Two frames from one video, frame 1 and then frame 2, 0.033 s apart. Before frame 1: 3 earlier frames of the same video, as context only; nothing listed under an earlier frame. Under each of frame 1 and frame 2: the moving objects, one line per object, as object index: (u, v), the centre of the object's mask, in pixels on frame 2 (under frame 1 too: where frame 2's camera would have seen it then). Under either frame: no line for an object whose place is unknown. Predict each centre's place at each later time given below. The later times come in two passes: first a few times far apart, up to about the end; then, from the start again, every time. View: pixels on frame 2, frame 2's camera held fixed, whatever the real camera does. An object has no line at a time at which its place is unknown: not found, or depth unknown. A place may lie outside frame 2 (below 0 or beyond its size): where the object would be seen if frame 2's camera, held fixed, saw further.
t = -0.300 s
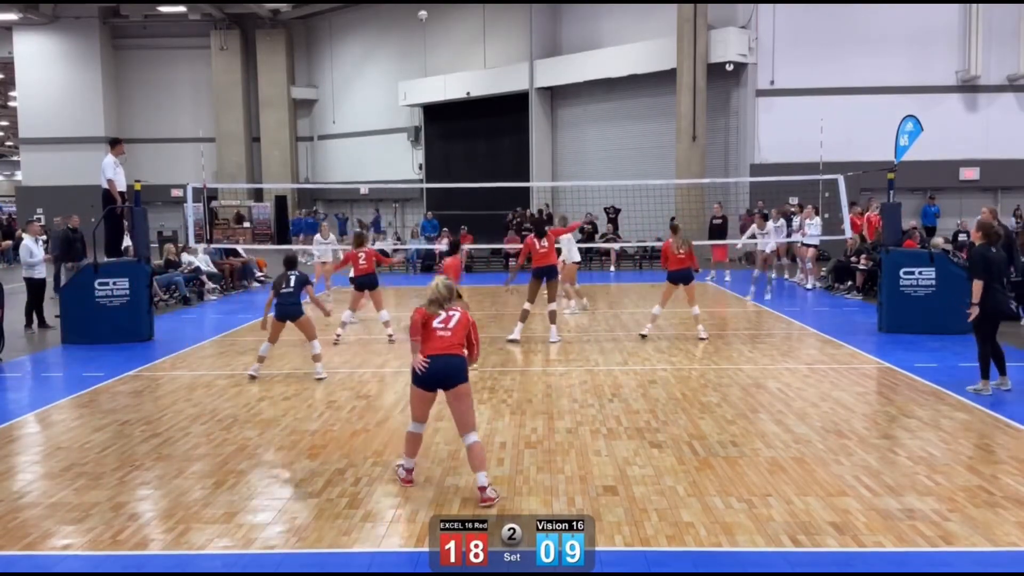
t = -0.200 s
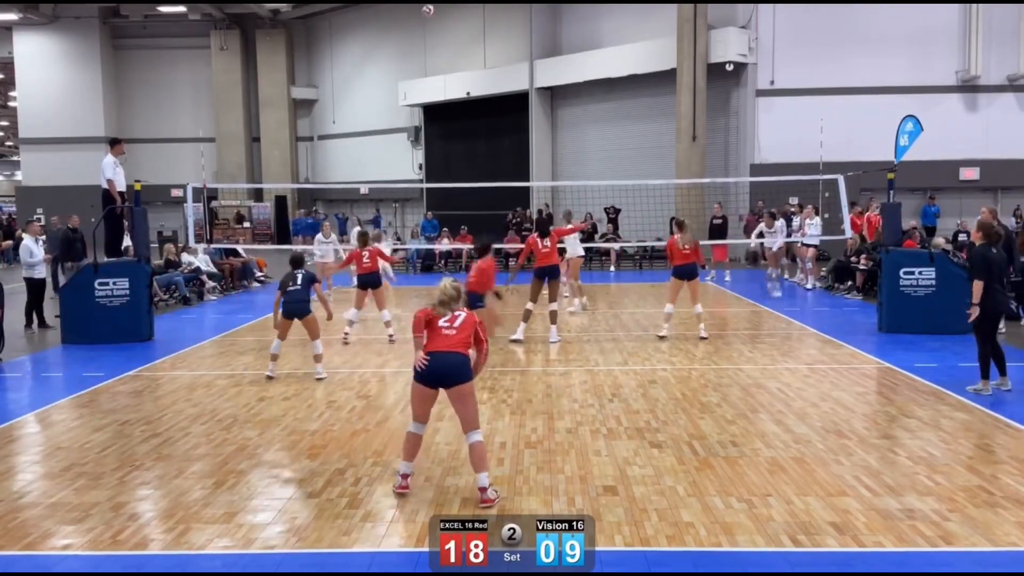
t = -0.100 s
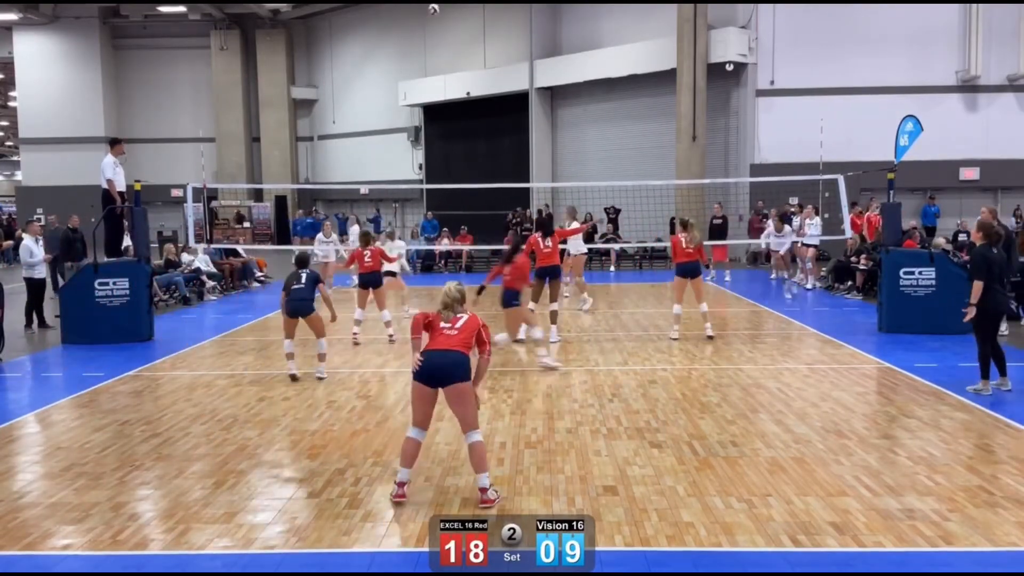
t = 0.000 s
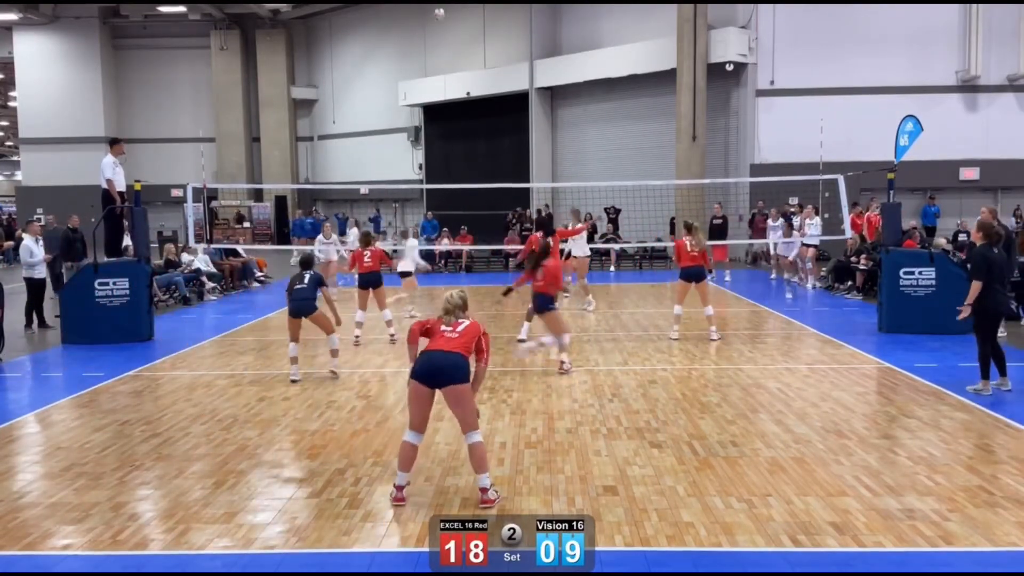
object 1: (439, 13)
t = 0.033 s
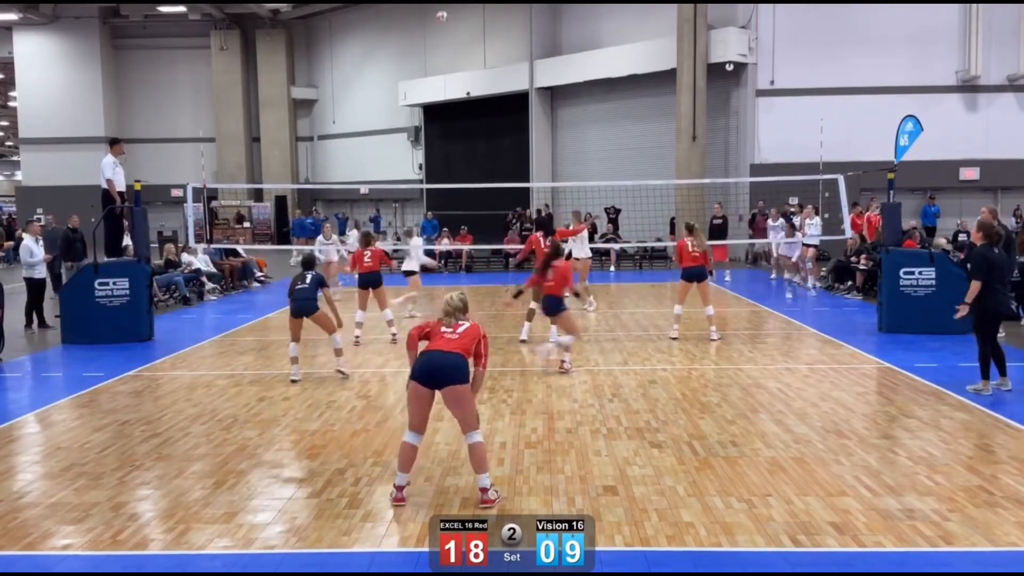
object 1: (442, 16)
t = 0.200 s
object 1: (452, 39)
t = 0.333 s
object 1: (462, 69)
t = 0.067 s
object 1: (444, 18)
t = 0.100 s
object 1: (446, 23)
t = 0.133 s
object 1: (448, 28)
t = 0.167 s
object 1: (450, 32)
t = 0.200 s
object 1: (452, 39)
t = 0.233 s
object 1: (454, 45)
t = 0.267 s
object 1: (456, 53)
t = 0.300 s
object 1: (458, 60)
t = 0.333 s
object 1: (462, 69)
